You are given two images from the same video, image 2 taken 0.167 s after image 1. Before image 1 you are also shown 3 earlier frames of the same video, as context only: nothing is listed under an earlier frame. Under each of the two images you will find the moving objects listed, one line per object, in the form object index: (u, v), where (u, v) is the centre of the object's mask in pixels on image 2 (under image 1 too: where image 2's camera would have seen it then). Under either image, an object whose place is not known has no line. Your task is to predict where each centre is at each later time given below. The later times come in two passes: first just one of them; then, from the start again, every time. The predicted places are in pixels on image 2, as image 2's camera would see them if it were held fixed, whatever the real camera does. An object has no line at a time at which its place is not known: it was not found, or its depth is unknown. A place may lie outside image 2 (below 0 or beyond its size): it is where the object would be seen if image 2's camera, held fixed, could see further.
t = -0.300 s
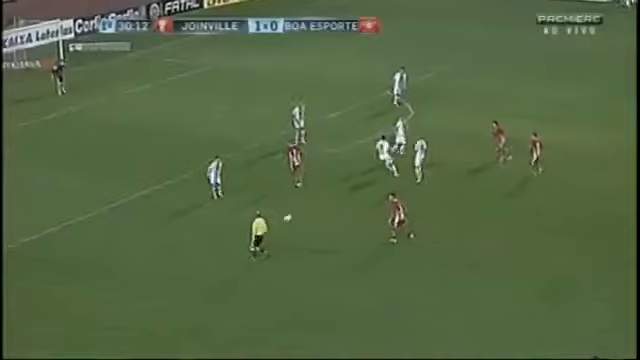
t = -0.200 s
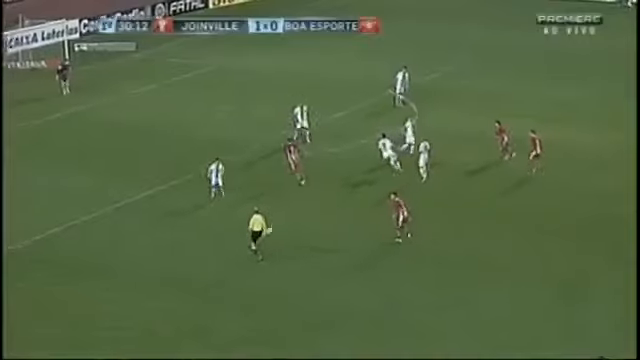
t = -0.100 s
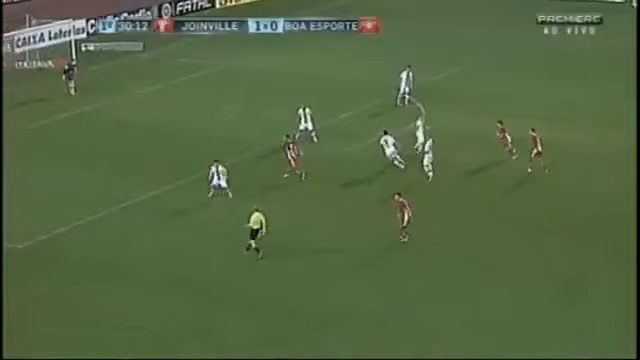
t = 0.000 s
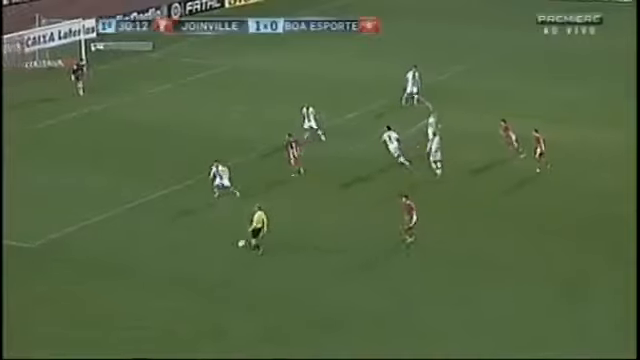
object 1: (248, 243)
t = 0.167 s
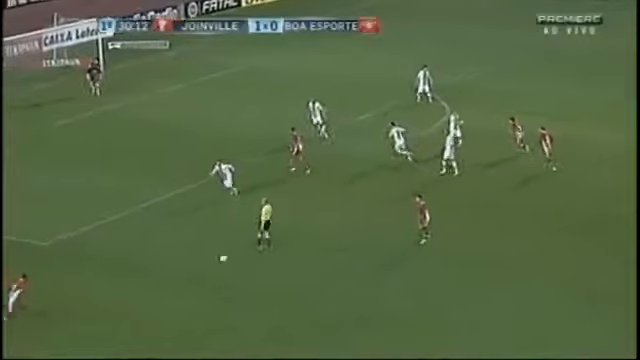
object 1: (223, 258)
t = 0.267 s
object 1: (209, 263)
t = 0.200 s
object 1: (218, 259)
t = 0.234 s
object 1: (214, 261)
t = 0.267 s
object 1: (209, 263)
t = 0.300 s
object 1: (205, 265)
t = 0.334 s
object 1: (201, 268)
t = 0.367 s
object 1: (196, 271)
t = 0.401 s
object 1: (192, 274)
